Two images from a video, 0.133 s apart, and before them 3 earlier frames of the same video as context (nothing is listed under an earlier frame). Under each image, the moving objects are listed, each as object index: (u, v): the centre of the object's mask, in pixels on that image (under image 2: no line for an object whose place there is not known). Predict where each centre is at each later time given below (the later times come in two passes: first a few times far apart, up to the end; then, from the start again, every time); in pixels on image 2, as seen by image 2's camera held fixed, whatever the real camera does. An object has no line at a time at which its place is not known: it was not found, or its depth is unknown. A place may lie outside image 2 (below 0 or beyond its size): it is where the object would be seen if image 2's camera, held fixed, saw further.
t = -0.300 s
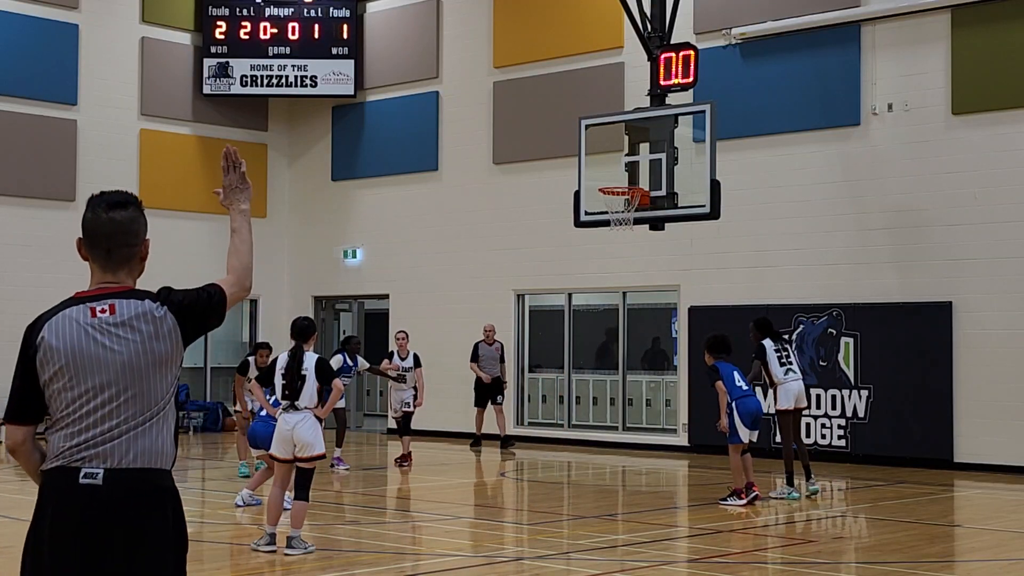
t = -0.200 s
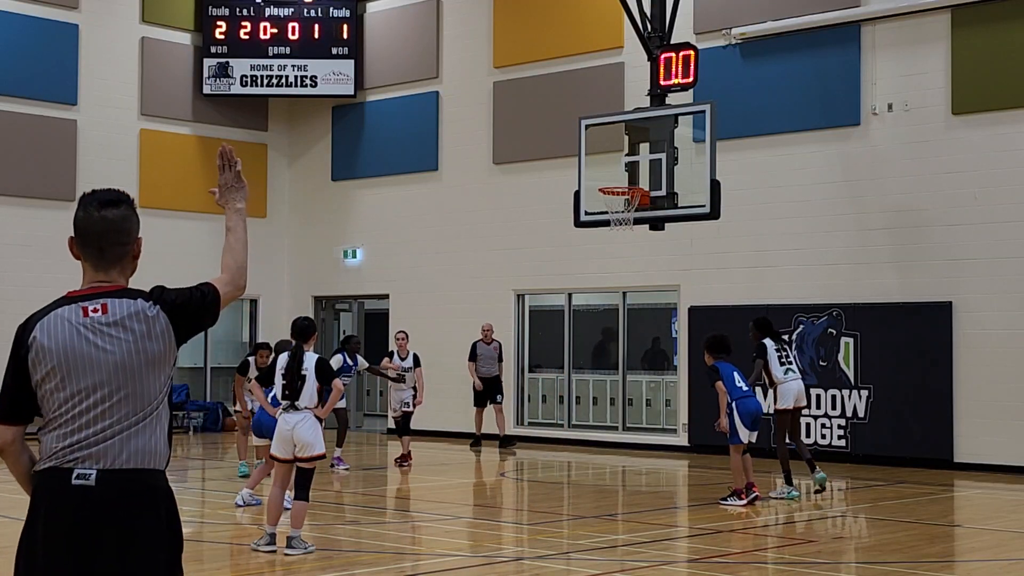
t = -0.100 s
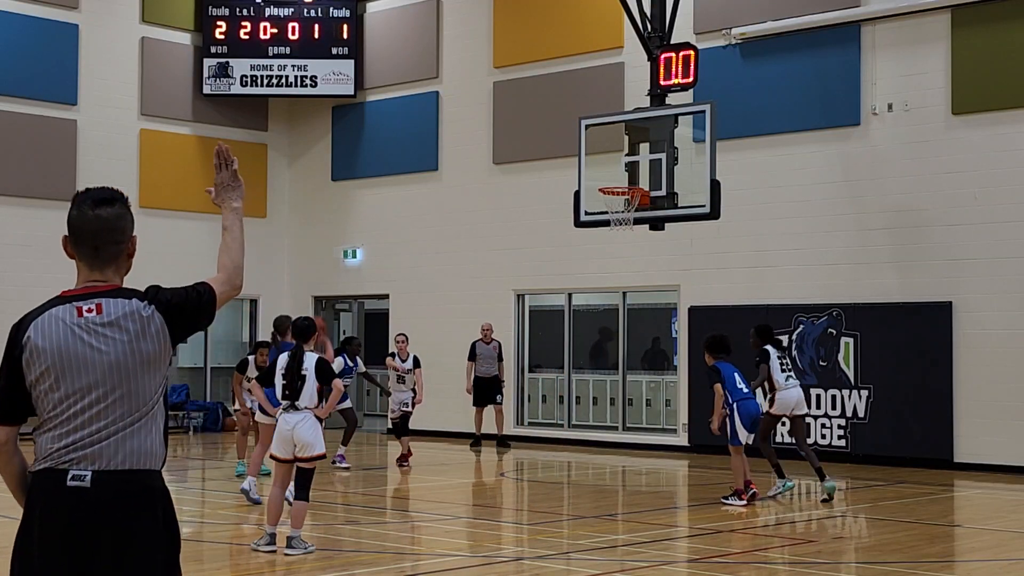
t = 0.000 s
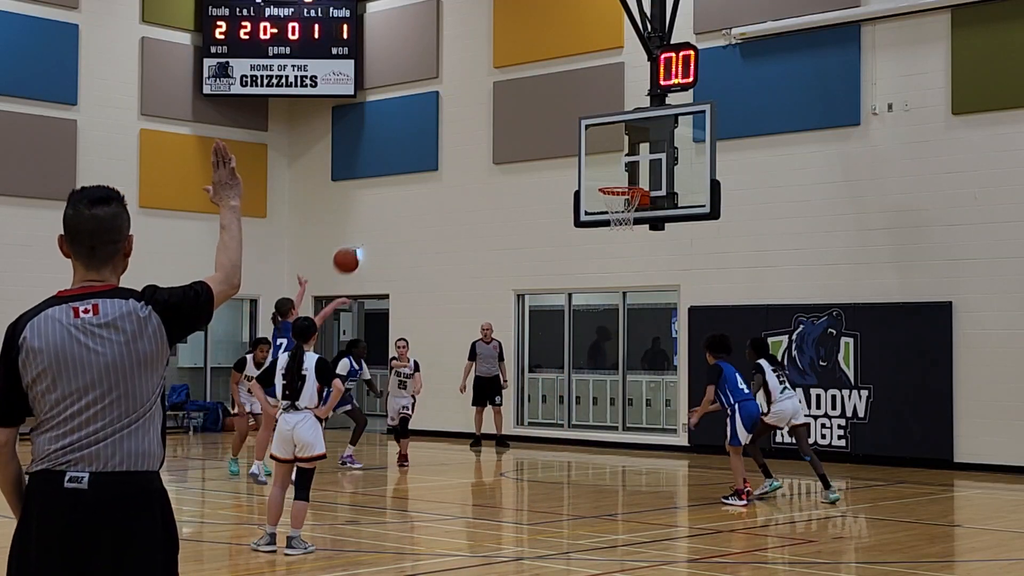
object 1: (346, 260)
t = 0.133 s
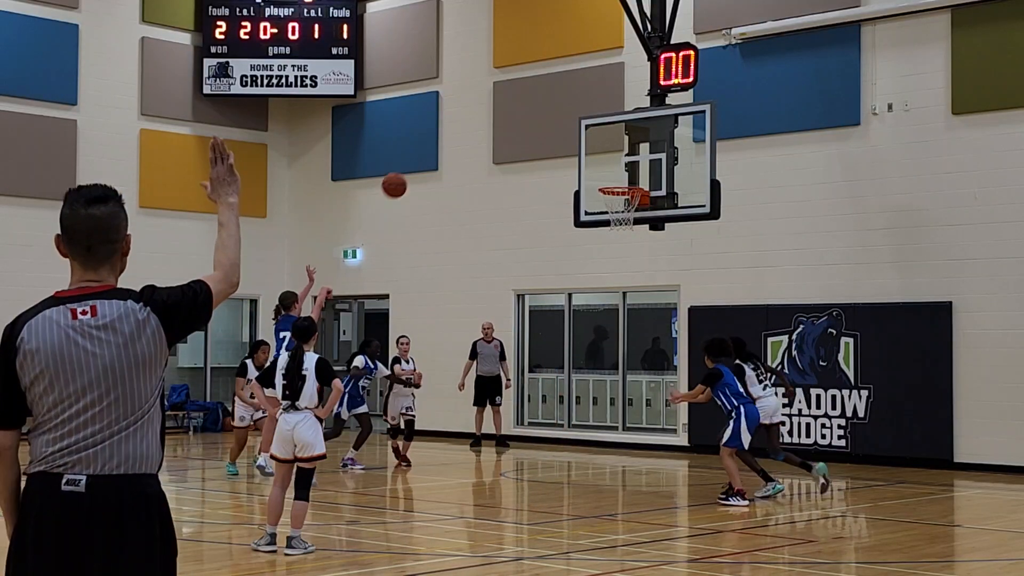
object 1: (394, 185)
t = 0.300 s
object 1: (450, 125)
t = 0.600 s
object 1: (538, 96)
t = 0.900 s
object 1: (613, 150)
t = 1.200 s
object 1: (594, 127)
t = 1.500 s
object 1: (531, 110)
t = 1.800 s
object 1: (466, 176)
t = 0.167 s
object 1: (406, 170)
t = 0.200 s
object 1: (417, 157)
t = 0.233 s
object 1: (428, 145)
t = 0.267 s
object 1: (439, 134)
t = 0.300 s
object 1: (450, 125)
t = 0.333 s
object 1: (460, 117)
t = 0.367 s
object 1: (471, 110)
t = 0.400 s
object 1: (481, 104)
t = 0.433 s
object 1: (491, 100)
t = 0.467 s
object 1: (501, 97)
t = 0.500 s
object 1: (510, 96)
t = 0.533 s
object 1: (520, 95)
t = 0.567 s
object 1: (529, 95)
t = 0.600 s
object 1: (538, 96)
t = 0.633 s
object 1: (547, 98)
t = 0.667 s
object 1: (556, 101)
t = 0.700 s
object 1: (564, 105)
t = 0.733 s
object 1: (573, 111)
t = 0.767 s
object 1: (581, 116)
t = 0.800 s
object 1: (589, 123)
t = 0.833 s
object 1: (598, 132)
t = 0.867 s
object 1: (605, 141)
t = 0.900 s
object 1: (613, 150)
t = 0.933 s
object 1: (621, 161)
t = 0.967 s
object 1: (628, 173)
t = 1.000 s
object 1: (634, 180)
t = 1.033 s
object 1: (627, 171)
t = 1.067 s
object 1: (621, 160)
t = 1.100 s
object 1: (614, 150)
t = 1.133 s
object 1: (607, 142)
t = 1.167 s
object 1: (600, 134)
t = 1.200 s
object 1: (594, 127)
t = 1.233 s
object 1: (586, 121)
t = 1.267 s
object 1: (580, 116)
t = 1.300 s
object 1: (573, 112)
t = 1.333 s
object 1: (566, 110)
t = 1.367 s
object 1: (559, 108)
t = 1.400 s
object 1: (552, 107)
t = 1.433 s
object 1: (545, 107)
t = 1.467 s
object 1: (538, 108)
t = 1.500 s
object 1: (531, 110)
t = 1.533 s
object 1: (524, 113)
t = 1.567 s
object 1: (516, 118)
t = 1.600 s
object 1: (509, 123)
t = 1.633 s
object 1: (502, 130)
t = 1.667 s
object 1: (495, 137)
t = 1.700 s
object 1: (488, 145)
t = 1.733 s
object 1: (481, 154)
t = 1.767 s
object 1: (473, 165)
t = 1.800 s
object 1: (466, 176)
